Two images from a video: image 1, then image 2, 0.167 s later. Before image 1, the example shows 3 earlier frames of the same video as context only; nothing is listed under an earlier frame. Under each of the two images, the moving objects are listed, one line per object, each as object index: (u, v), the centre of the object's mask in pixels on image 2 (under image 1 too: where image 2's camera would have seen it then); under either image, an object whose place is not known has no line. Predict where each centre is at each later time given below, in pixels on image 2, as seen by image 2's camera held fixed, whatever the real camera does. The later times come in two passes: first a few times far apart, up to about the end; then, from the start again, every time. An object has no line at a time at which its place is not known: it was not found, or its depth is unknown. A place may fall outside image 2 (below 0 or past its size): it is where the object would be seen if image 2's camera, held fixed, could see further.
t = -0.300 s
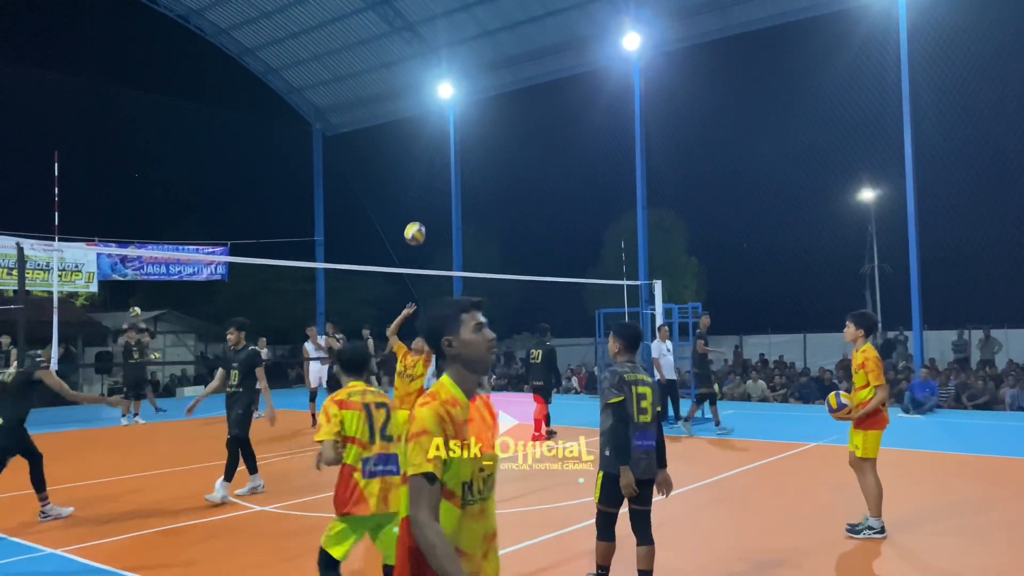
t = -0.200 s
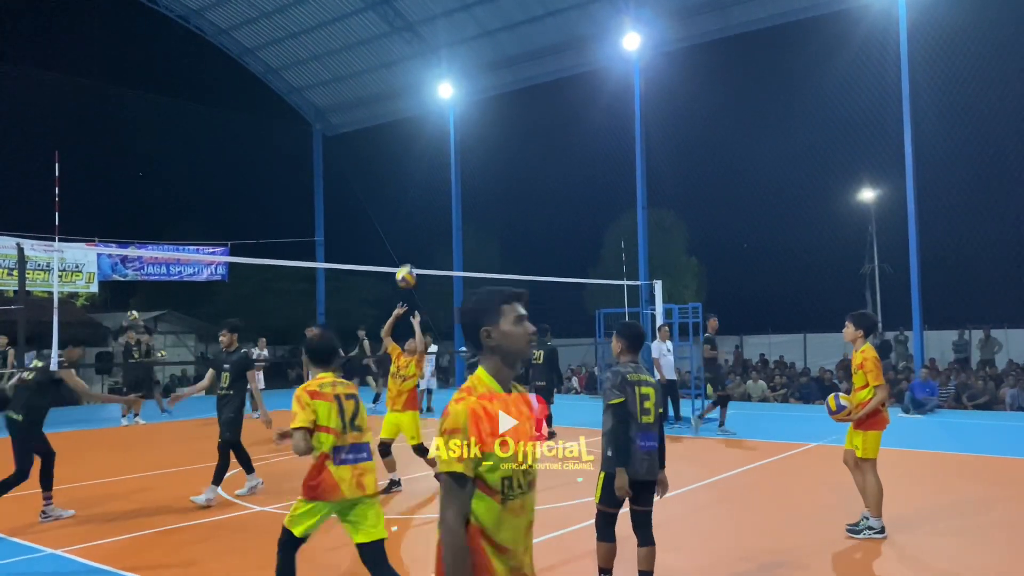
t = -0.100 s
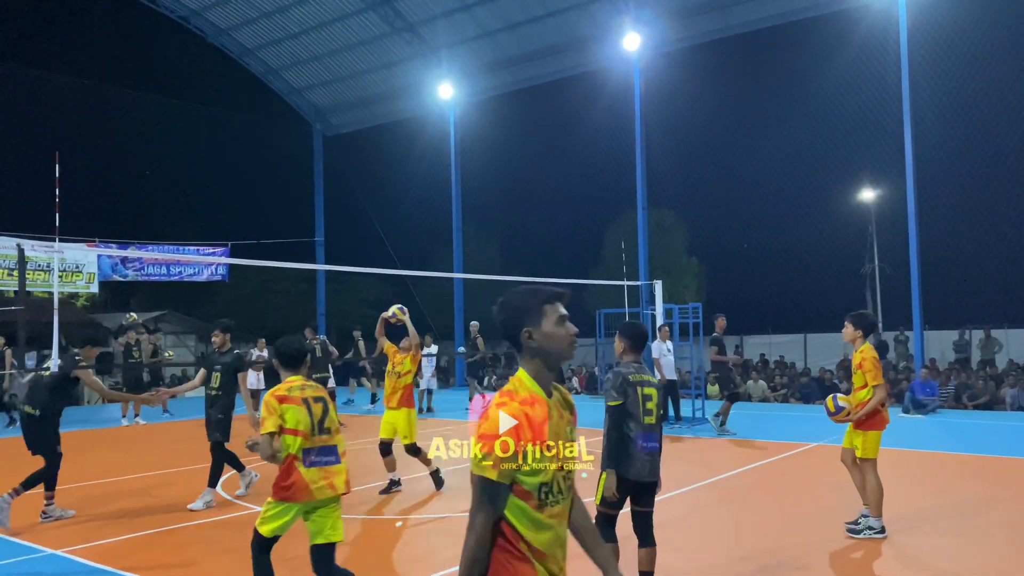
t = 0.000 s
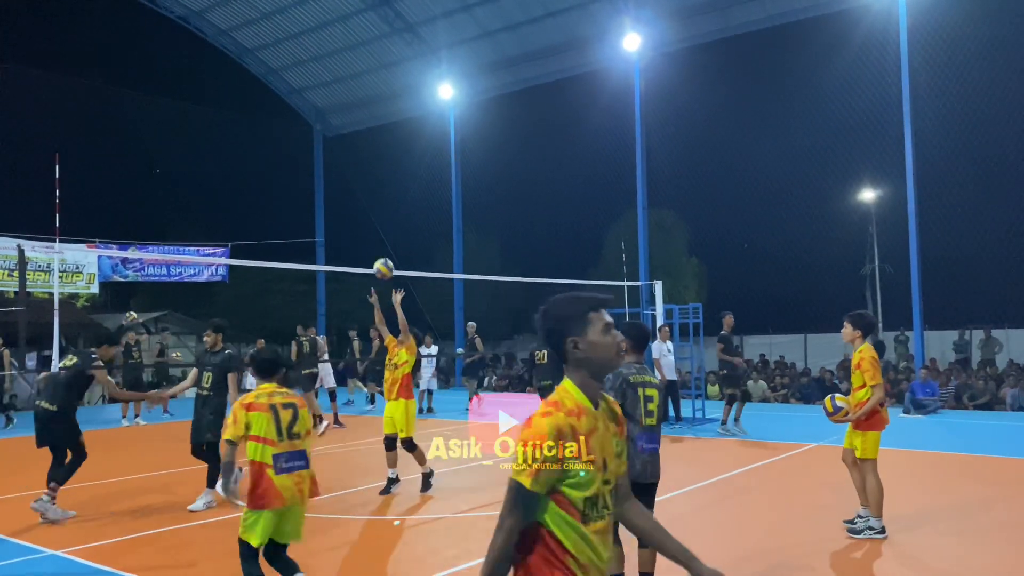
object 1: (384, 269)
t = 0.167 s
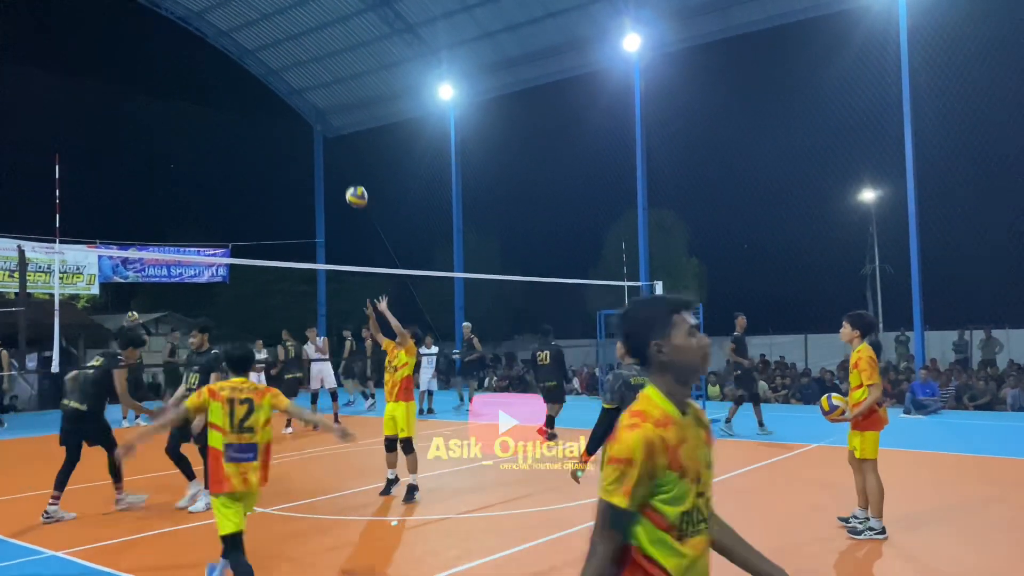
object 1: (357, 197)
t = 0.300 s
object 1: (333, 154)
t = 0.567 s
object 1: (285, 121)
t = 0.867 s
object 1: (228, 171)
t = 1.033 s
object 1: (194, 244)
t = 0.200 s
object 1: (350, 184)
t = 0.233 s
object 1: (345, 173)
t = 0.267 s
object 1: (339, 164)
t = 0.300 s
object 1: (333, 154)
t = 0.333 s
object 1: (327, 146)
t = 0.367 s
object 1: (321, 140)
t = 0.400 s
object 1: (315, 134)
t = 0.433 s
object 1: (309, 129)
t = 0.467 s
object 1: (303, 126)
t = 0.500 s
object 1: (297, 123)
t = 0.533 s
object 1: (291, 122)
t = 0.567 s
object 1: (285, 121)
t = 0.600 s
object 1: (278, 122)
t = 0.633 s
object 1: (272, 124)
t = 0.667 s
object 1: (266, 127)
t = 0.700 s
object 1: (260, 131)
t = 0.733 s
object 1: (253, 137)
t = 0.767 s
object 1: (247, 143)
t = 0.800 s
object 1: (240, 151)
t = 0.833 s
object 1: (234, 161)
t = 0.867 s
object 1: (228, 171)
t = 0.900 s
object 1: (220, 184)
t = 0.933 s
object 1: (214, 197)
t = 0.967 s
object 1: (207, 211)
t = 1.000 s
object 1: (200, 228)
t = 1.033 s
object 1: (194, 244)
